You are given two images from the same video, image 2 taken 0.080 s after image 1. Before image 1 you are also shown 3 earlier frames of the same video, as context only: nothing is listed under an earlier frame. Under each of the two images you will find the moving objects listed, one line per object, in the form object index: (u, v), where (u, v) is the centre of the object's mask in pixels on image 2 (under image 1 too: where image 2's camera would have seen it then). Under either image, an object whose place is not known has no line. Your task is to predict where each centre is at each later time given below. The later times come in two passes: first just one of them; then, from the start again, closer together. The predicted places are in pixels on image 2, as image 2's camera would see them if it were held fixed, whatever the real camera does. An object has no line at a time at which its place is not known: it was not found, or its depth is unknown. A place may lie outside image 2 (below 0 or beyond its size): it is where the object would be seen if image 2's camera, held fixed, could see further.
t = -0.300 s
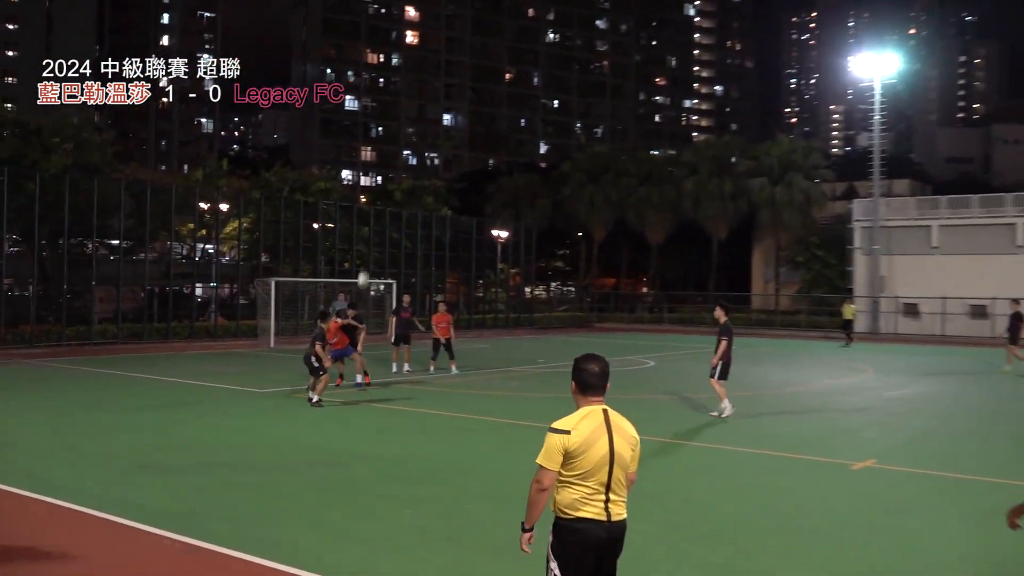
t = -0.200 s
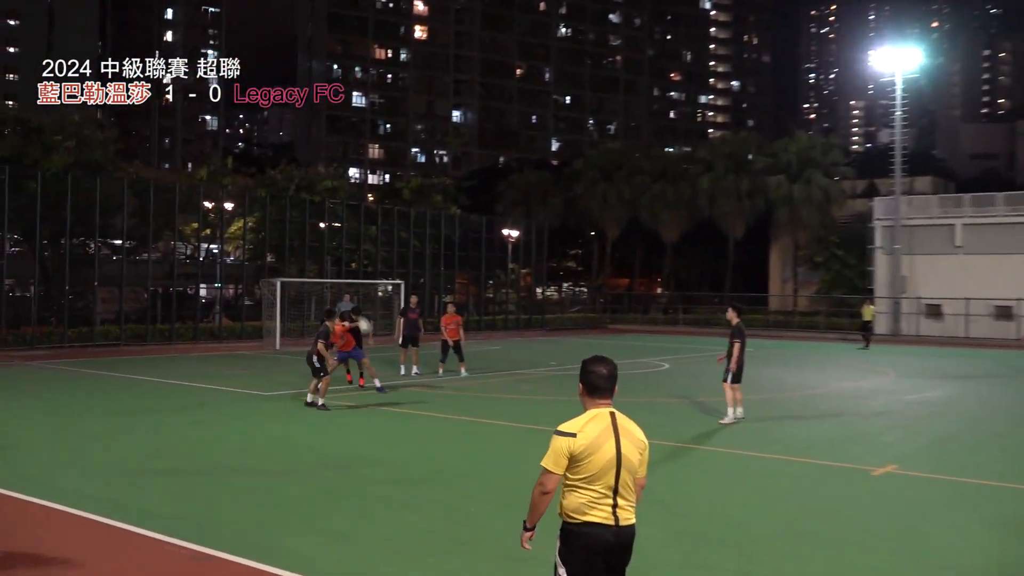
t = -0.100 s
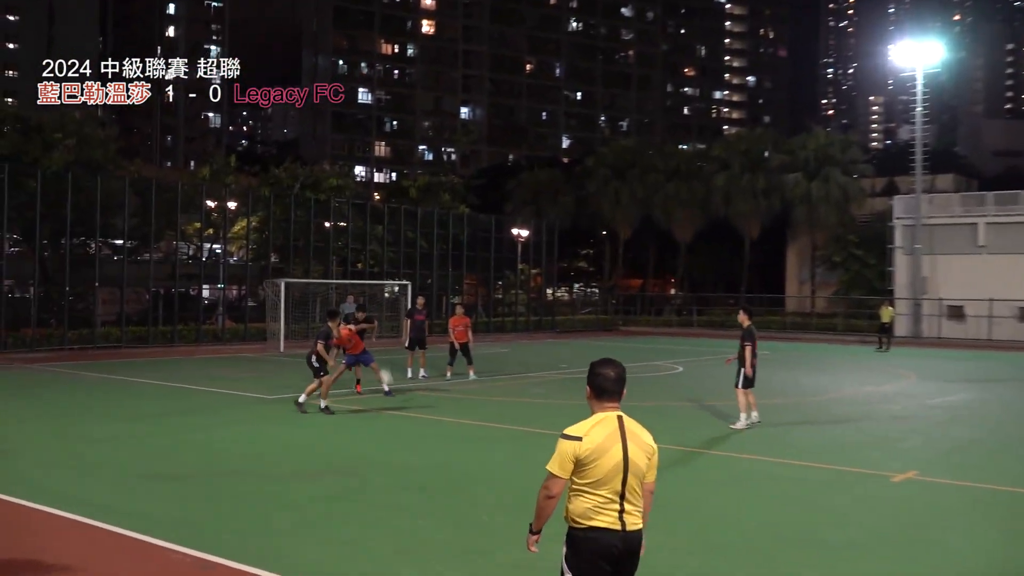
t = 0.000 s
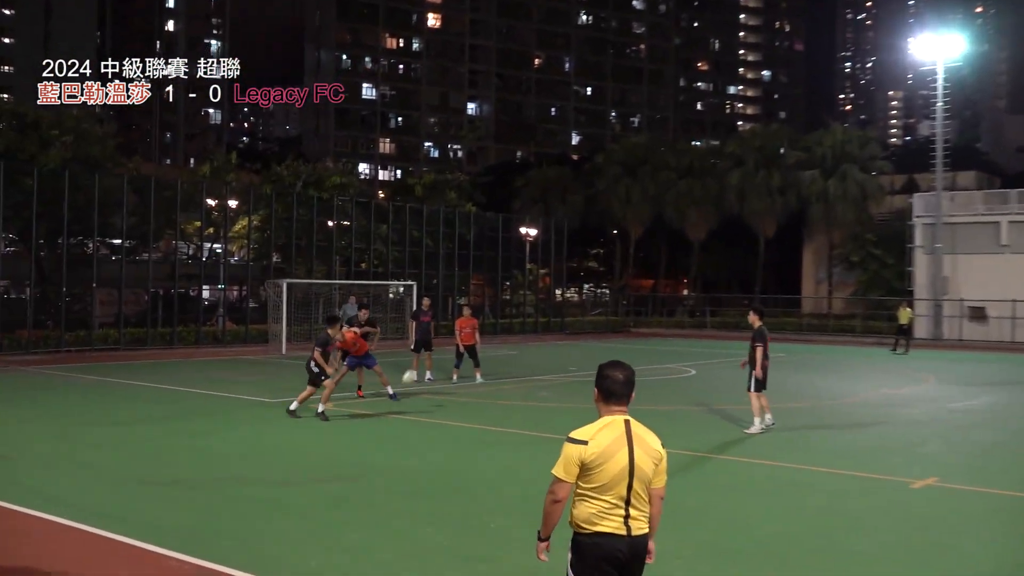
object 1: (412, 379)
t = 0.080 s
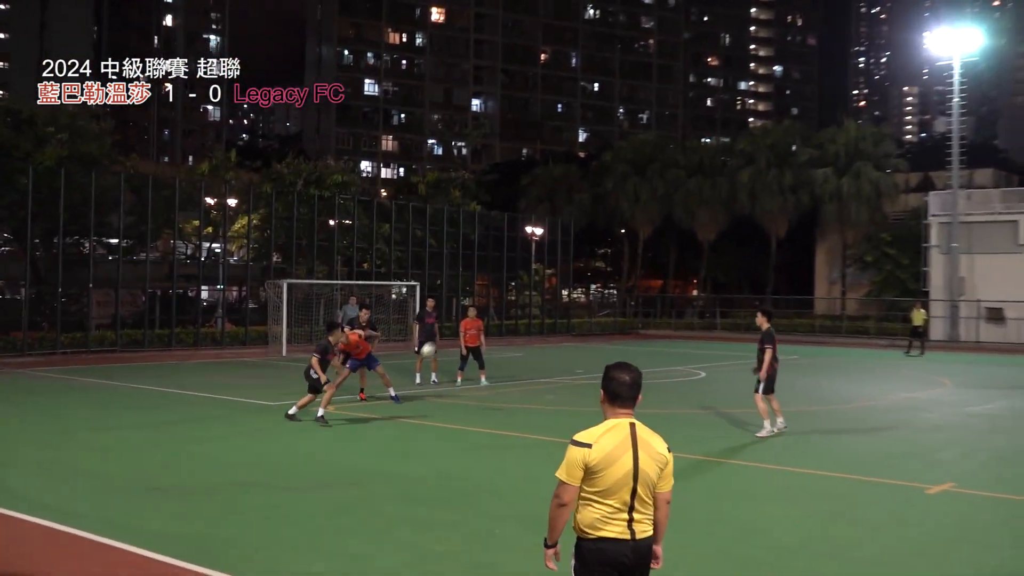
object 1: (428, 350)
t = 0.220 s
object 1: (459, 303)
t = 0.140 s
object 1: (441, 328)
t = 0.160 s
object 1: (446, 321)
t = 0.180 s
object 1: (450, 314)
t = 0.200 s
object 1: (455, 309)
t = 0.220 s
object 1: (459, 303)
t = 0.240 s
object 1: (464, 297)
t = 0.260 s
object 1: (469, 292)
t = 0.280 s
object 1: (474, 285)
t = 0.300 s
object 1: (478, 280)
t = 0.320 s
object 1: (483, 275)
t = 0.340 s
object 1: (488, 271)
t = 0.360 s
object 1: (492, 266)
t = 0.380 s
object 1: (497, 262)
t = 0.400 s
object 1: (502, 258)
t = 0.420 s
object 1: (506, 255)
